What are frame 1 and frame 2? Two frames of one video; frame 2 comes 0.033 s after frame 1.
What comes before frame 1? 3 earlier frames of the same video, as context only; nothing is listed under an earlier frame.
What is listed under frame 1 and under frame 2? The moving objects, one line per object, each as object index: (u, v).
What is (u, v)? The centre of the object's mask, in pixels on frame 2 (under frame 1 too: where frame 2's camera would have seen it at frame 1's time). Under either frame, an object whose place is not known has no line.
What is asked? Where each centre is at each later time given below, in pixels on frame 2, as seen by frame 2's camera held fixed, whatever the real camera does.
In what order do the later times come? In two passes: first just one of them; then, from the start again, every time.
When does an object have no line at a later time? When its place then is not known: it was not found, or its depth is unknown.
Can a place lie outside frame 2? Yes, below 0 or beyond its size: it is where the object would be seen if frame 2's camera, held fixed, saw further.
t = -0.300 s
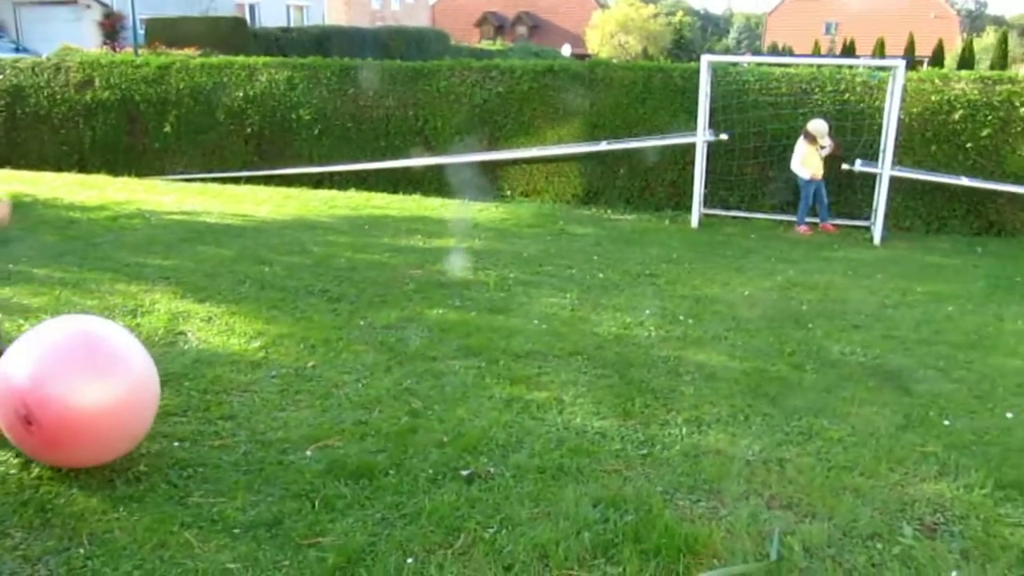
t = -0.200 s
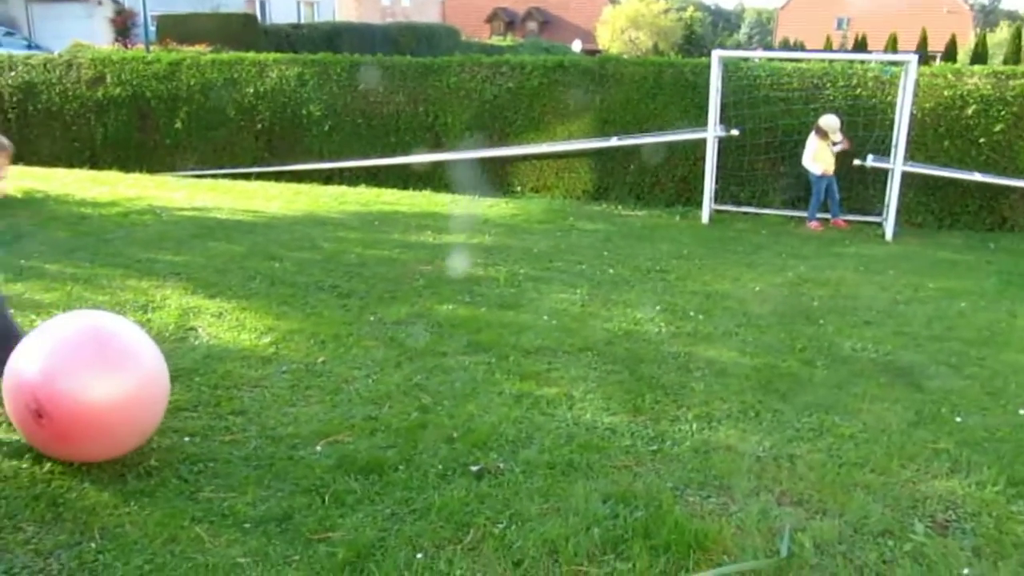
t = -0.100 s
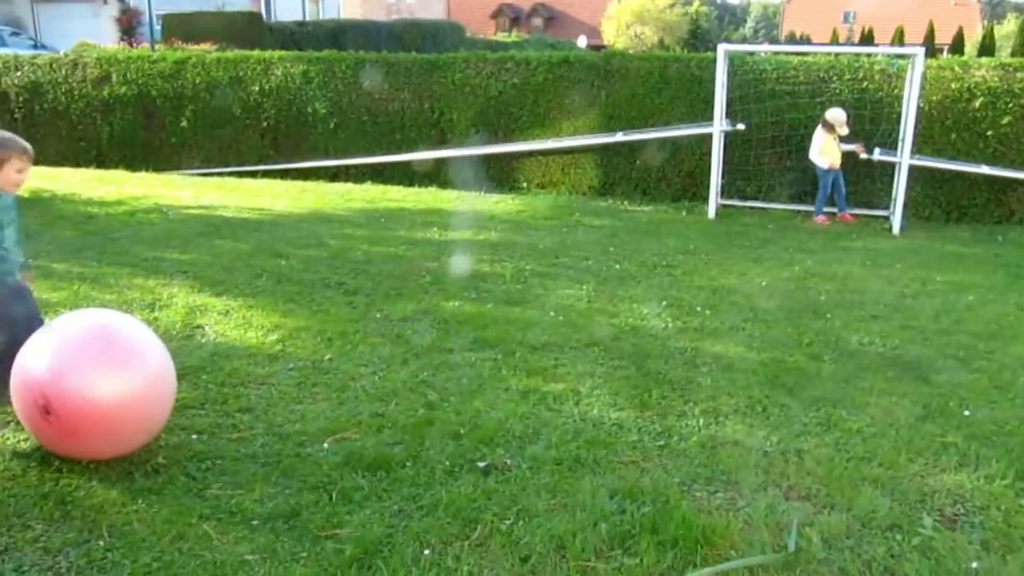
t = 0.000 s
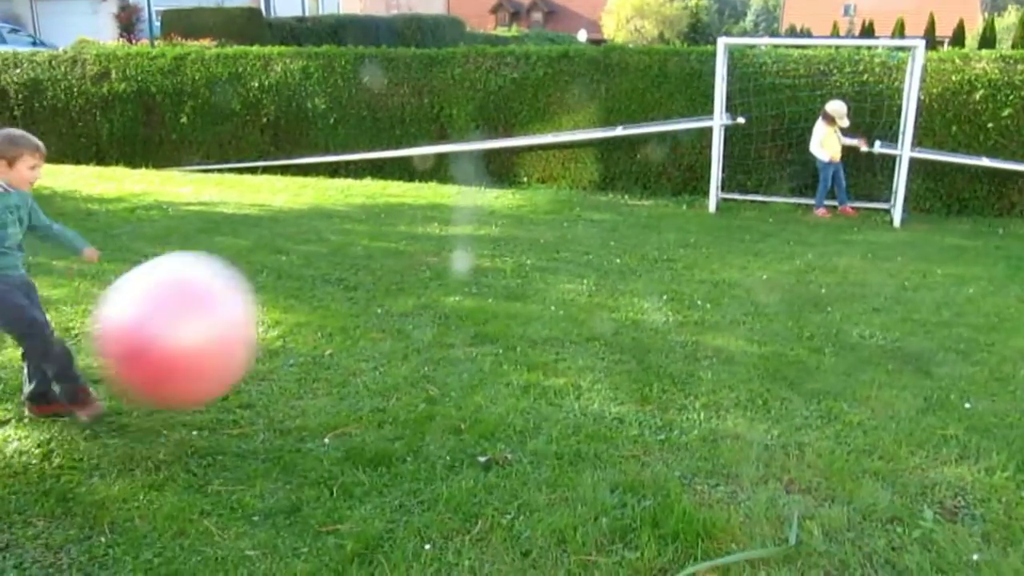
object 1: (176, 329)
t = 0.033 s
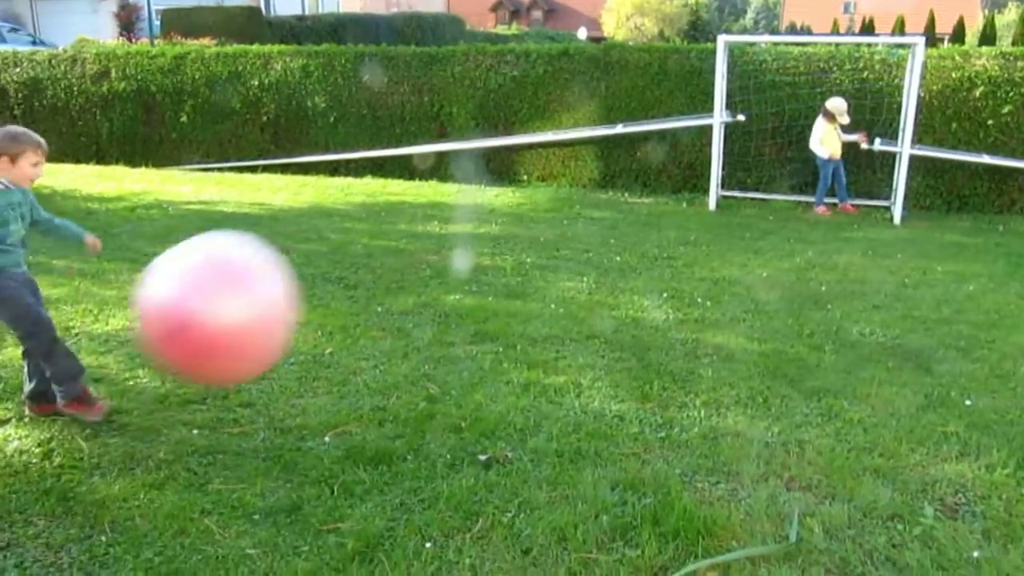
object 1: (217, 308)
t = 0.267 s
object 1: (489, 238)
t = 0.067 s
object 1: (257, 289)
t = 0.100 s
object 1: (297, 273)
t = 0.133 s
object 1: (336, 260)
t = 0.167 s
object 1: (375, 251)
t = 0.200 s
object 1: (413, 245)
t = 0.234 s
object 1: (452, 240)
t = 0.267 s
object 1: (489, 238)
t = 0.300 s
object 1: (526, 239)
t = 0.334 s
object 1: (562, 242)
